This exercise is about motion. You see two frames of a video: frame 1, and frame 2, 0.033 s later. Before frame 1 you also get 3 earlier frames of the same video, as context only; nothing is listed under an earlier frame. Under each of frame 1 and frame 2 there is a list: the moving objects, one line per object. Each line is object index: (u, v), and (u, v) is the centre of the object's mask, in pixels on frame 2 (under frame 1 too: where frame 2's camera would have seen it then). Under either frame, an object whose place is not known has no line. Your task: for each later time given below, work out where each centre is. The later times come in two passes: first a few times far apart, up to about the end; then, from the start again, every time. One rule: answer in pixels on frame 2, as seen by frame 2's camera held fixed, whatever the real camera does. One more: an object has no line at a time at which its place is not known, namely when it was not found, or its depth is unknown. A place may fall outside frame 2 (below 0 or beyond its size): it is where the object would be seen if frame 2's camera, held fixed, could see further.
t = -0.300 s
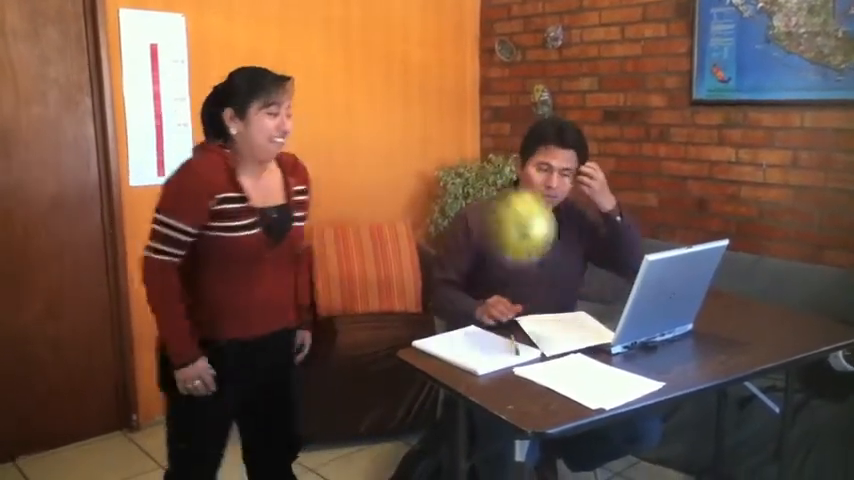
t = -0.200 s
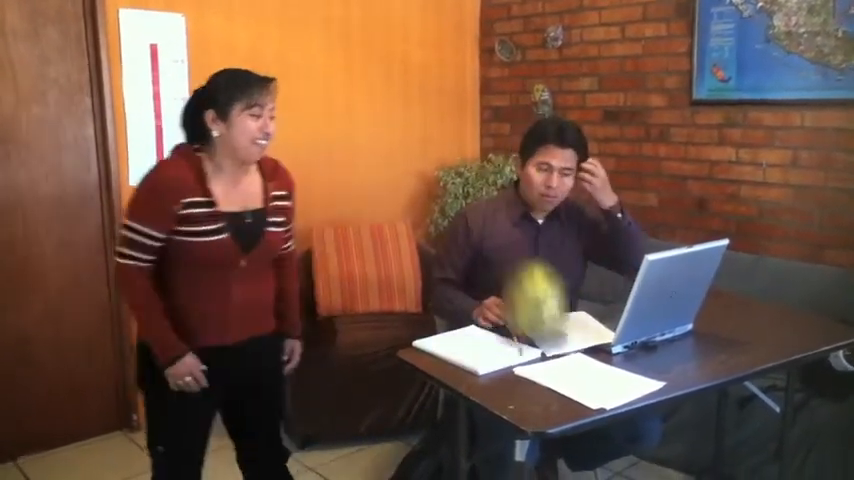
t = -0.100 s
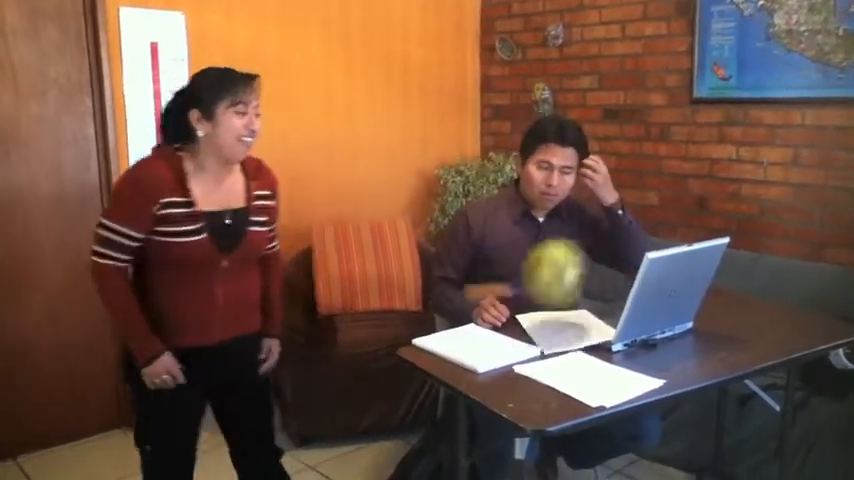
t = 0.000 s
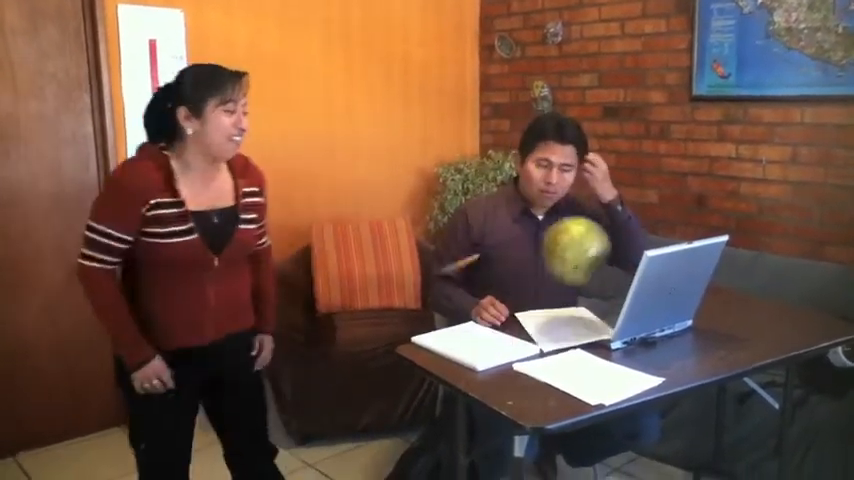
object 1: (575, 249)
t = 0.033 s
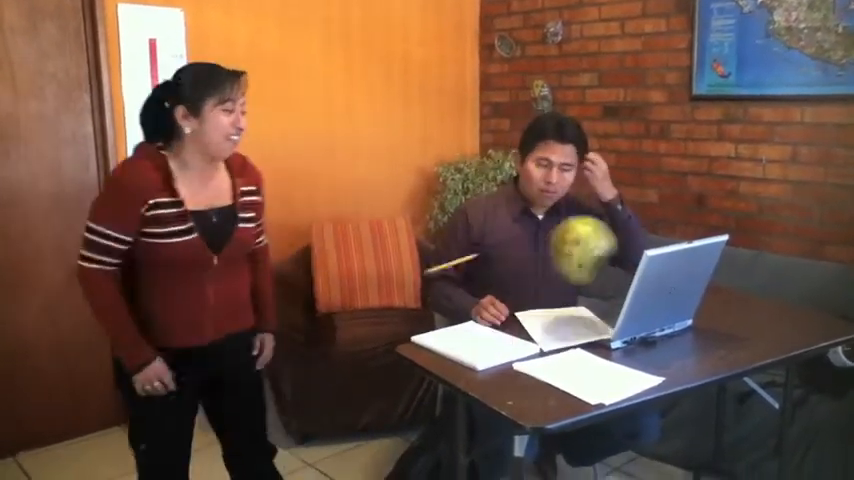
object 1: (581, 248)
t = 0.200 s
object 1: (610, 289)
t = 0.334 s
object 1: (644, 252)
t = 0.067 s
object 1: (588, 251)
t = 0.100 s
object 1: (593, 257)
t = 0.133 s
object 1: (600, 267)
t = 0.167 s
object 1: (606, 283)
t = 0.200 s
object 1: (610, 289)
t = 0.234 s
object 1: (617, 277)
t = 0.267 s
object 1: (625, 268)
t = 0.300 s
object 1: (634, 259)
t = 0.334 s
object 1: (644, 252)
